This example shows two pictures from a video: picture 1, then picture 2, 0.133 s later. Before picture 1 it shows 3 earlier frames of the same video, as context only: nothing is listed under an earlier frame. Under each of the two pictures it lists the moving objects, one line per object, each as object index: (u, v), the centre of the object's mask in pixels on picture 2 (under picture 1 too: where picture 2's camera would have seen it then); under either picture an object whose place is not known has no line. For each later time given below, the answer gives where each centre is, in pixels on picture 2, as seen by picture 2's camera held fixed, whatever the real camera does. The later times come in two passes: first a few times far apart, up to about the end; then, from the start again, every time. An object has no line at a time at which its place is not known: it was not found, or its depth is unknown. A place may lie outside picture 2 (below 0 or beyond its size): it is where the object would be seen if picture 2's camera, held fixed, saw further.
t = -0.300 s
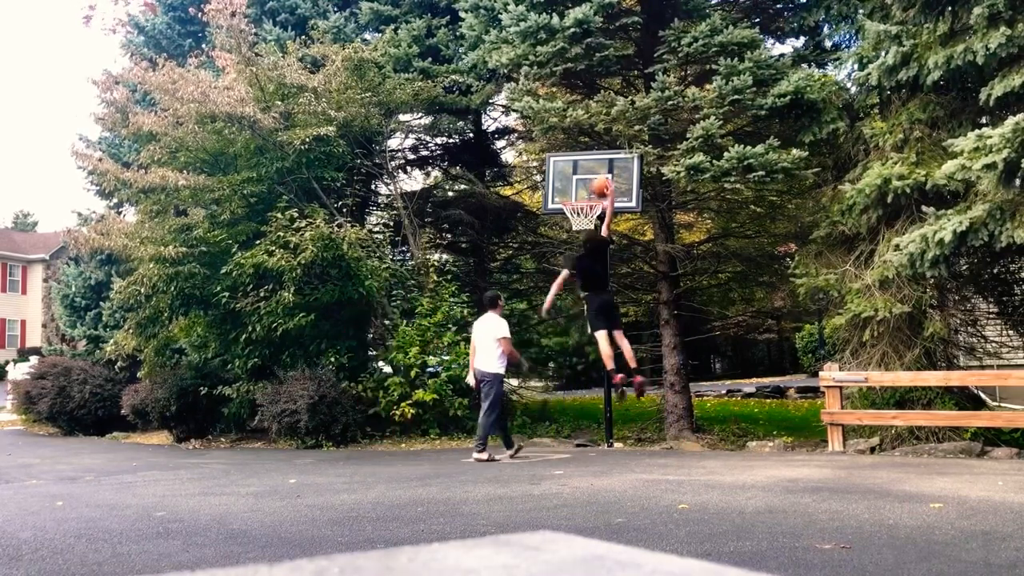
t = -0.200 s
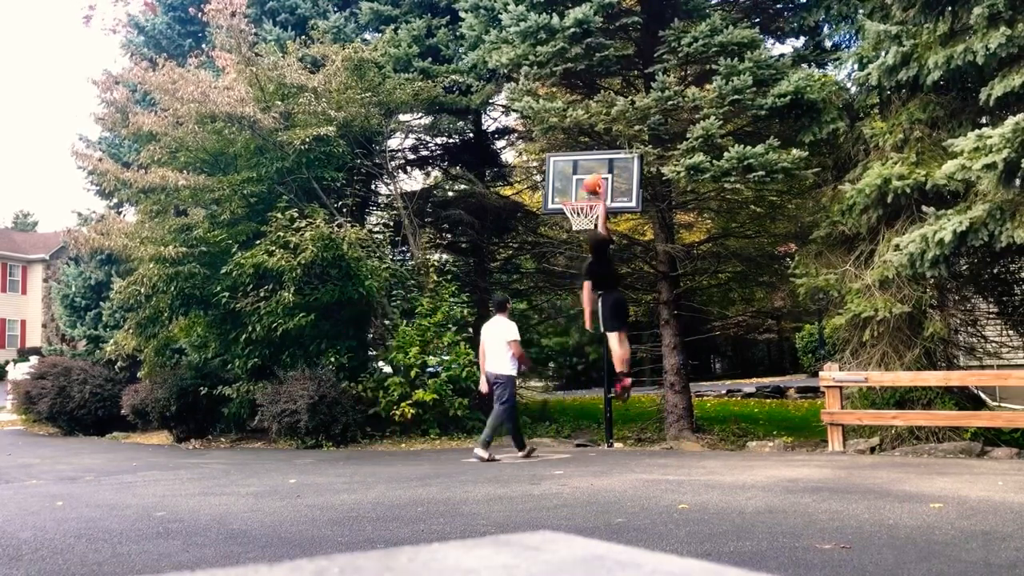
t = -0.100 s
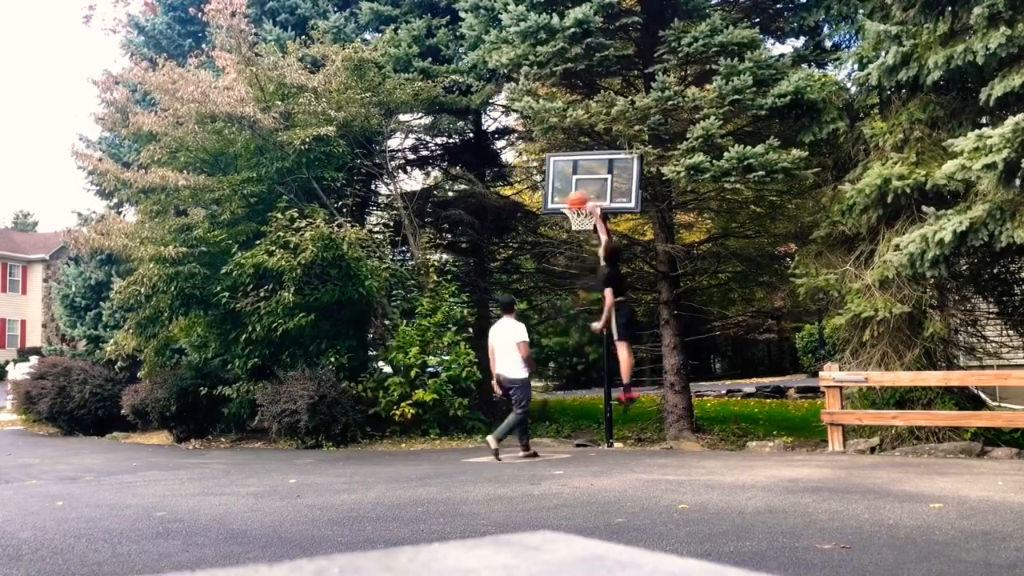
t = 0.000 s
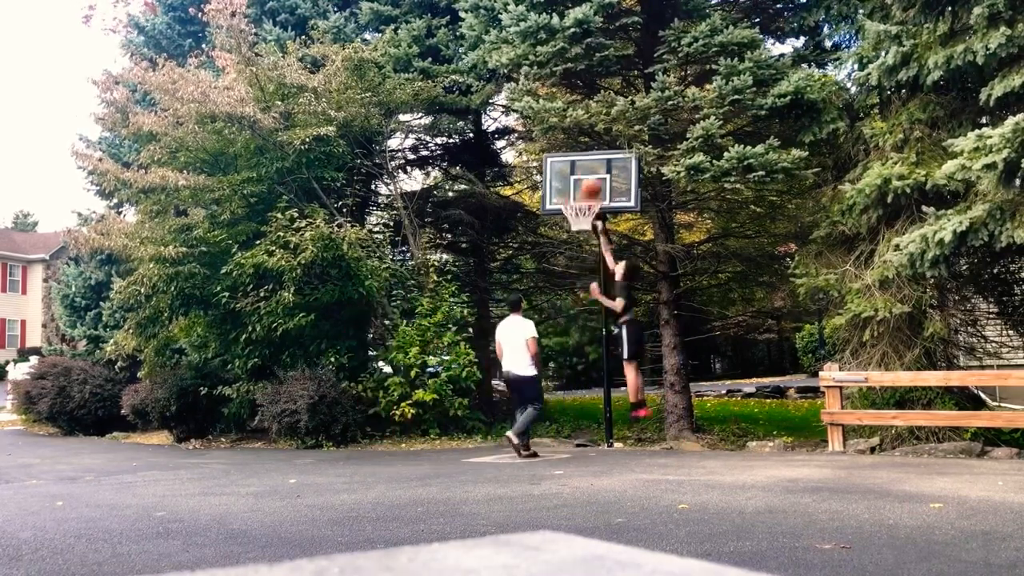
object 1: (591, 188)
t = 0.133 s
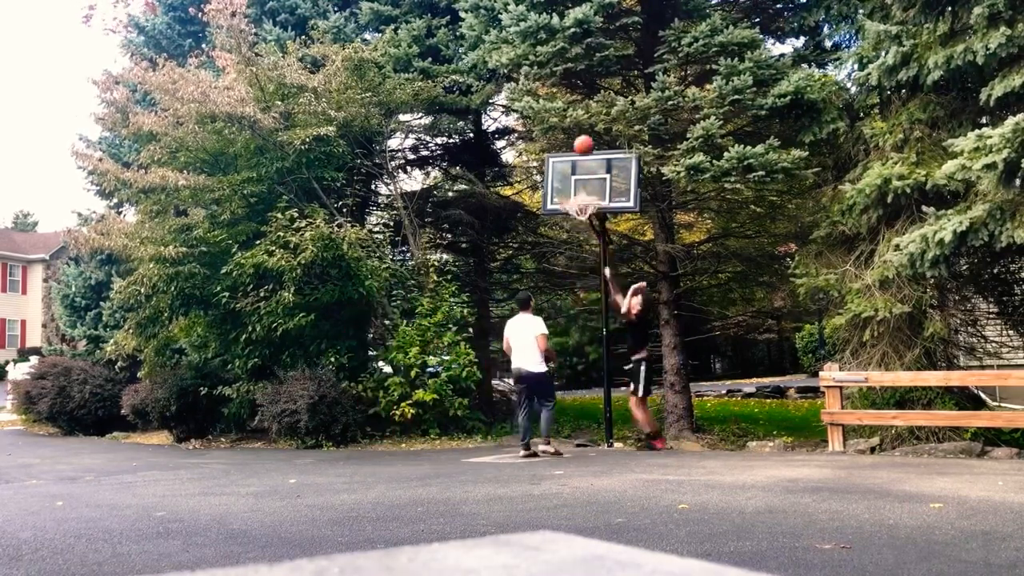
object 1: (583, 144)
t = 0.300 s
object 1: (576, 112)
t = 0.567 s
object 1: (565, 108)
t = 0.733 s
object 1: (559, 135)
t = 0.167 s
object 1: (581, 136)
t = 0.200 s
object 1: (580, 130)
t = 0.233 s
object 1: (579, 122)
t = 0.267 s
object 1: (577, 117)
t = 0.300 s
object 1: (576, 112)
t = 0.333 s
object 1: (574, 108)
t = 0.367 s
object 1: (573, 106)
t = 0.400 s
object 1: (571, 104)
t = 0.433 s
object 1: (570, 103)
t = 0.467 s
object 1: (568, 103)
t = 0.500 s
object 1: (568, 104)
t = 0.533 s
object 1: (566, 105)
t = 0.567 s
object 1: (565, 108)
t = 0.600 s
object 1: (564, 111)
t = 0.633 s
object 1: (562, 117)
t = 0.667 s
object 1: (560, 120)
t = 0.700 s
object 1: (560, 127)
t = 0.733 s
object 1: (559, 135)
